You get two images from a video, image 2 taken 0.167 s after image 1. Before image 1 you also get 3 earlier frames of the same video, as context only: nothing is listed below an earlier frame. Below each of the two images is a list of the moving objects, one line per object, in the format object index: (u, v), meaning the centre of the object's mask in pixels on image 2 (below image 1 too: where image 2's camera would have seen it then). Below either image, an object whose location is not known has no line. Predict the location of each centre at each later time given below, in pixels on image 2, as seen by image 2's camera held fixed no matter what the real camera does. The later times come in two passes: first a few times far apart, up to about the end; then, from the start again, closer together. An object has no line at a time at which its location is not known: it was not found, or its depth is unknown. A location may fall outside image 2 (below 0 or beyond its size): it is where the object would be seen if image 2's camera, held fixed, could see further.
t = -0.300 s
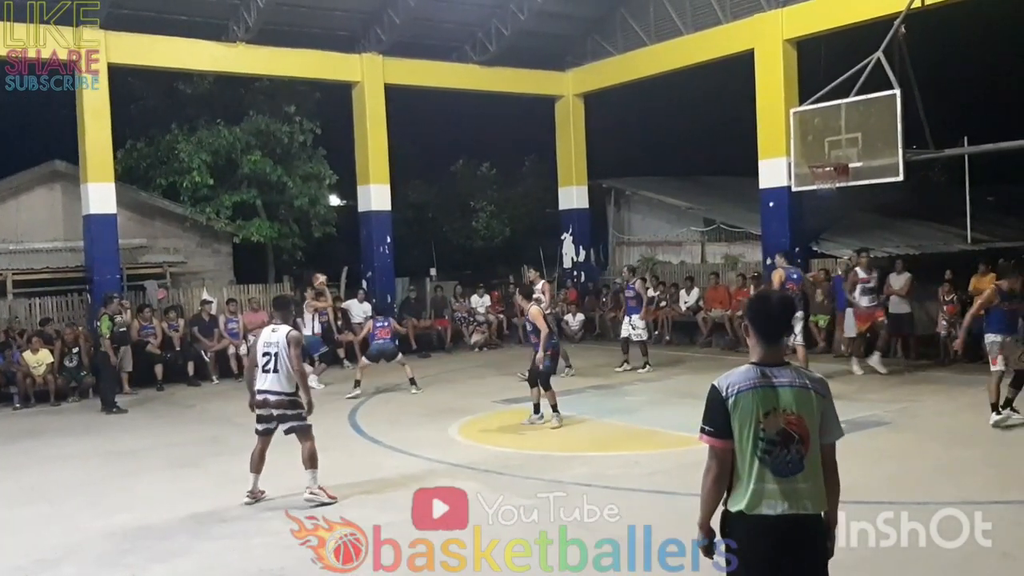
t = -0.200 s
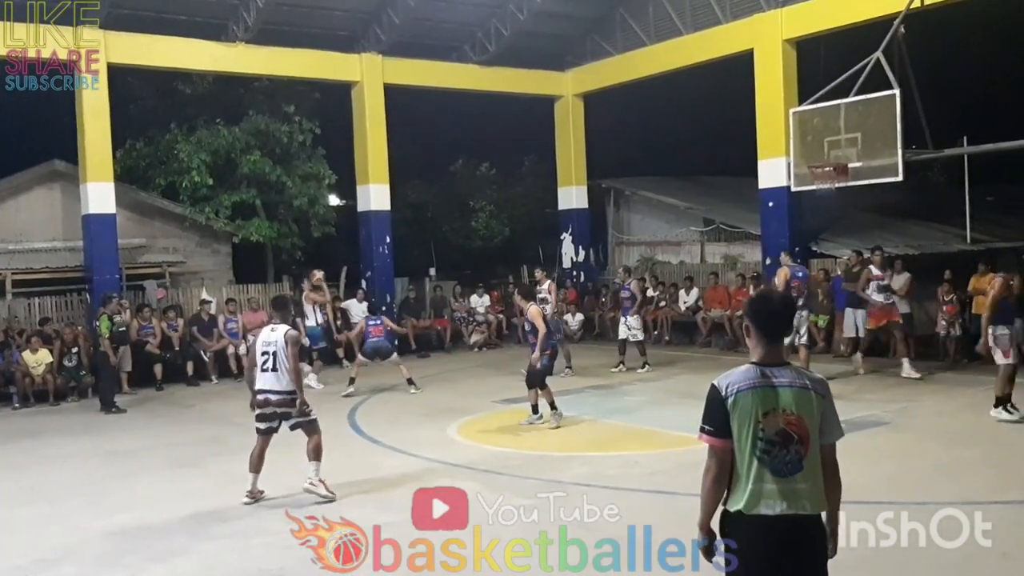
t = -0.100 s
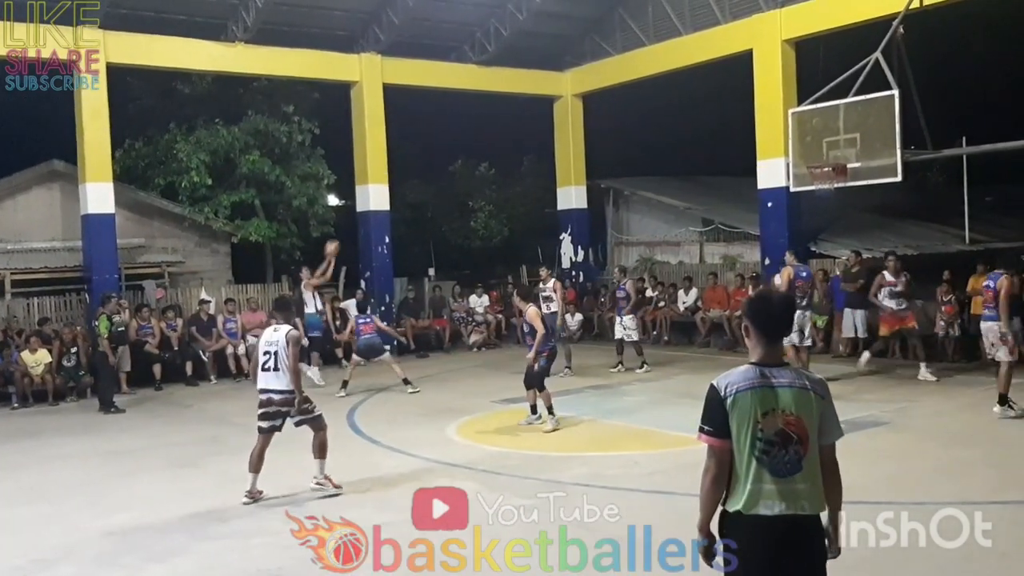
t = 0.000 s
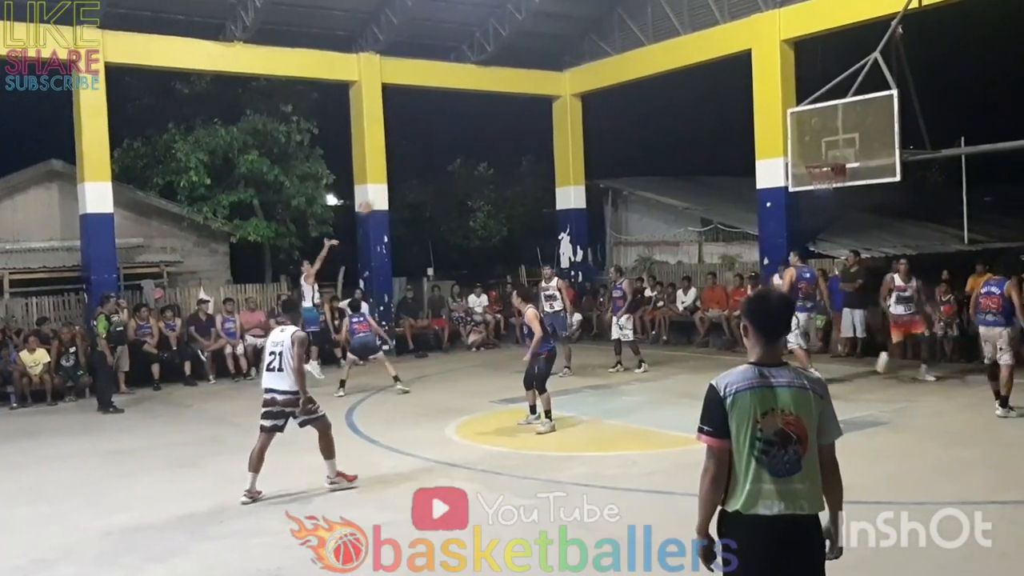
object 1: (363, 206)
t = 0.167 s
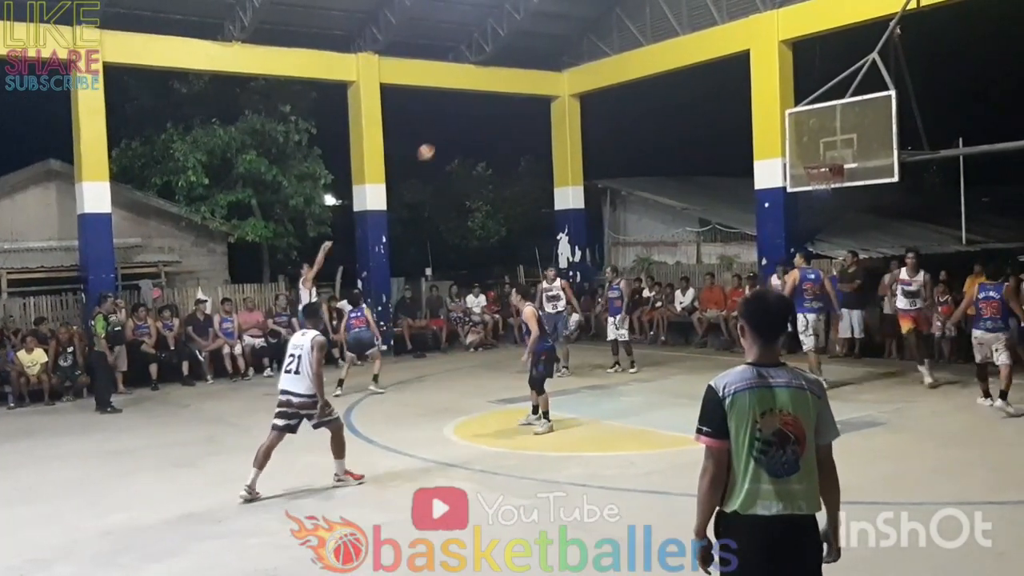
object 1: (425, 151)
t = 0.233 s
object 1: (450, 133)
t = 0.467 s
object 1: (541, 91)
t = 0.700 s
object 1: (635, 83)
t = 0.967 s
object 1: (748, 116)
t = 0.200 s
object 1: (437, 141)
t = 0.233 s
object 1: (450, 133)
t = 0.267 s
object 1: (463, 125)
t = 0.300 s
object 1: (475, 118)
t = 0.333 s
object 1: (488, 111)
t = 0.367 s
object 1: (501, 105)
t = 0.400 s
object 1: (514, 100)
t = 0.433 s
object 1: (526, 97)
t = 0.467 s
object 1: (541, 91)
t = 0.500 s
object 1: (554, 89)
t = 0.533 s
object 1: (567, 85)
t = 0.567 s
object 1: (580, 85)
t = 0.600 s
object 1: (594, 83)
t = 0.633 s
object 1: (608, 83)
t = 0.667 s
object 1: (621, 83)
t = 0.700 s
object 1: (635, 83)
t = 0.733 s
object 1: (649, 84)
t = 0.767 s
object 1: (663, 86)
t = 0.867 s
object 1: (705, 98)
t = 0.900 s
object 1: (720, 103)
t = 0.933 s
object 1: (734, 109)
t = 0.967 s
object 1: (748, 116)
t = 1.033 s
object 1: (779, 133)
